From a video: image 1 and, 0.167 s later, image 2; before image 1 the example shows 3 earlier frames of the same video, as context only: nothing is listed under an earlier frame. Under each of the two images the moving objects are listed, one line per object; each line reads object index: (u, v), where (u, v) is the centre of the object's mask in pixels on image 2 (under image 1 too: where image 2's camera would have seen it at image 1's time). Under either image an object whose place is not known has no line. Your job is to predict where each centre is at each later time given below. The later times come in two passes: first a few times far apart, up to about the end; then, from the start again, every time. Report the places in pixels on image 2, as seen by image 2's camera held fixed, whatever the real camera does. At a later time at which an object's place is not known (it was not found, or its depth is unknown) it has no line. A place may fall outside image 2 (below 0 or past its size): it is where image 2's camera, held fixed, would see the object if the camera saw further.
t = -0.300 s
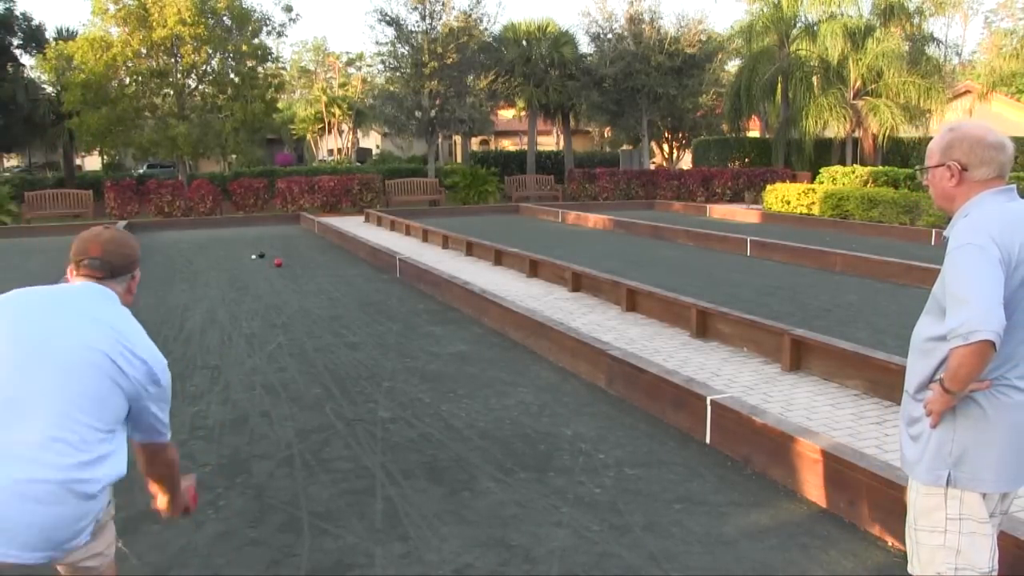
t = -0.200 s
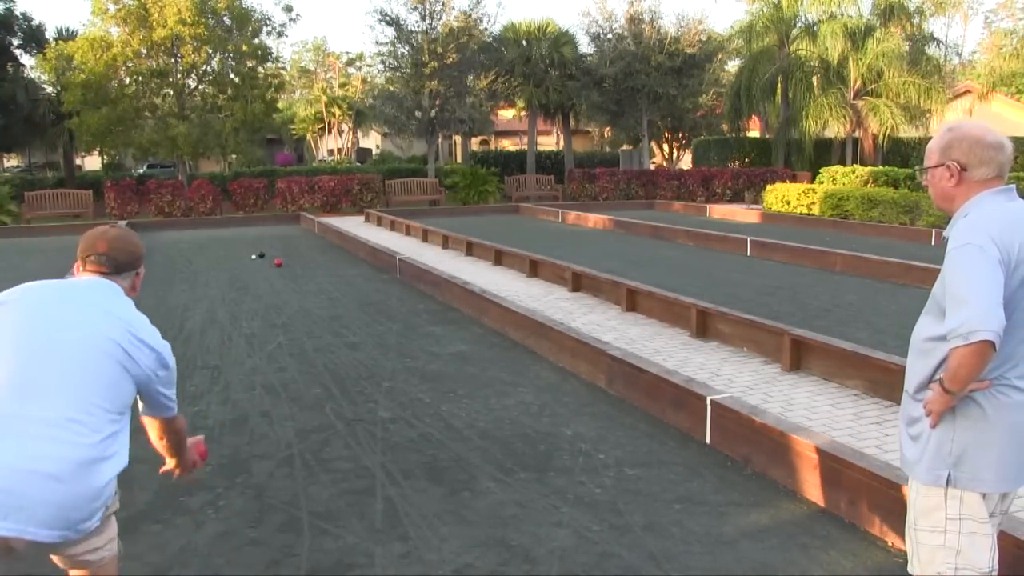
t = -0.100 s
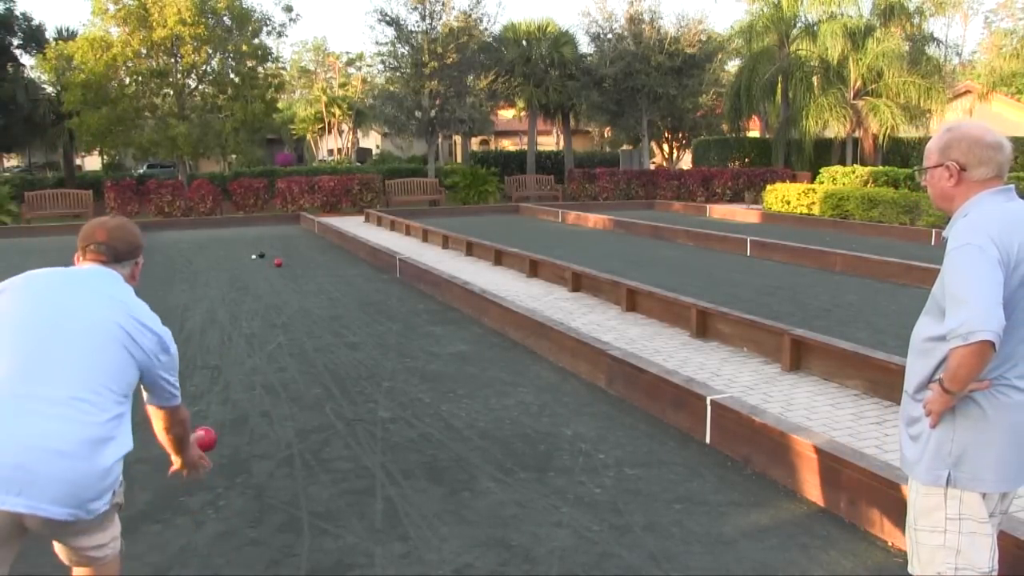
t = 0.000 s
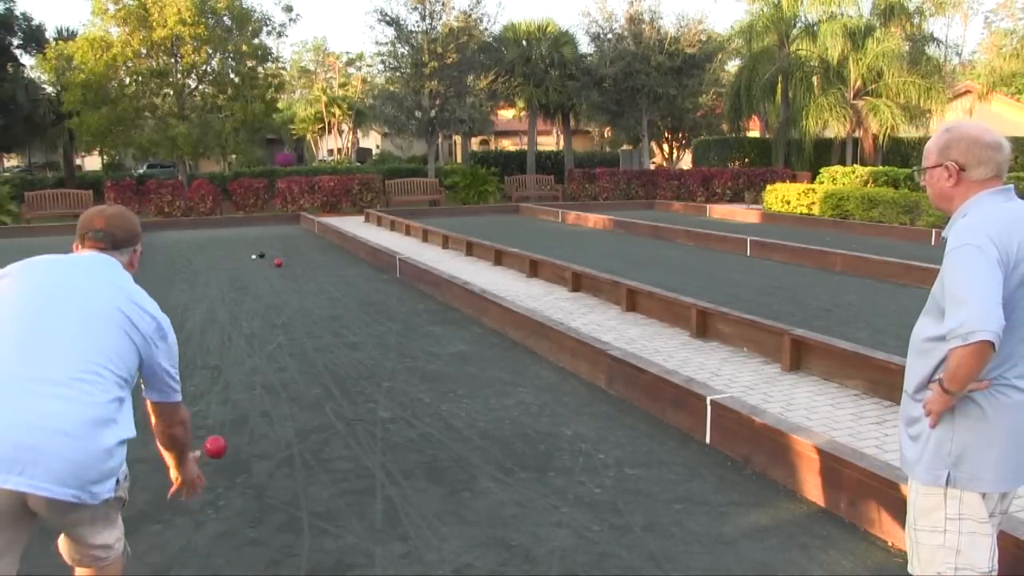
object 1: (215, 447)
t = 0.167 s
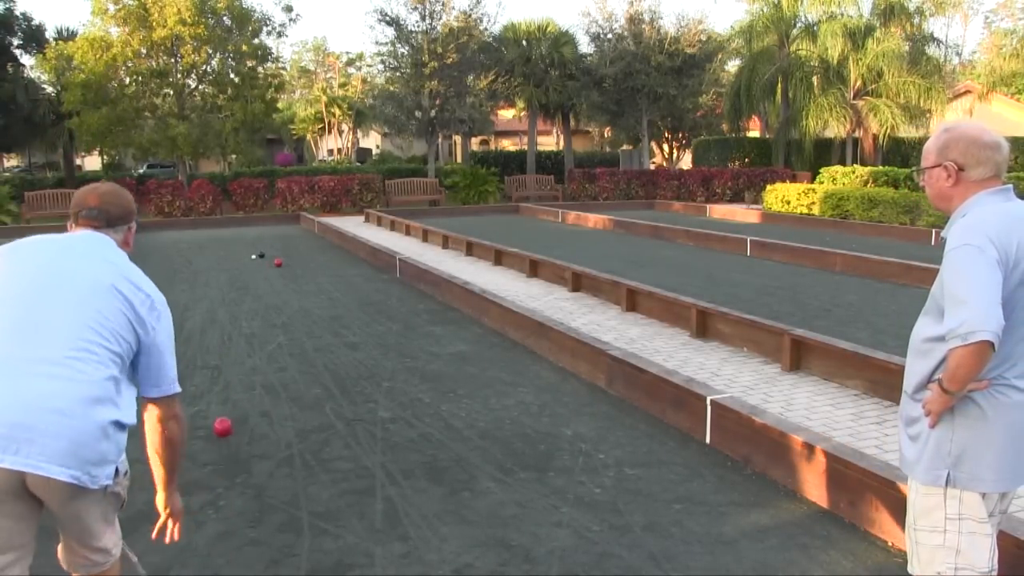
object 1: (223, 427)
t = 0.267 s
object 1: (226, 419)
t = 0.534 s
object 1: (231, 388)
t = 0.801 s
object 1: (236, 364)
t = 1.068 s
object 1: (239, 345)
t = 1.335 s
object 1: (241, 330)
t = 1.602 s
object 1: (242, 318)
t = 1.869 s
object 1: (244, 308)
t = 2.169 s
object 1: (245, 299)
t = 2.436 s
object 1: (247, 292)
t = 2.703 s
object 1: (249, 287)
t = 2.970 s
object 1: (251, 281)
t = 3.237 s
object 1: (252, 277)
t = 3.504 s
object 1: (253, 273)
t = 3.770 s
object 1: (254, 270)
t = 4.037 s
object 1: (255, 267)
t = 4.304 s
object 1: (255, 265)
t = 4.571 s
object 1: (255, 263)
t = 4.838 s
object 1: (255, 261)
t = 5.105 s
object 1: (255, 259)
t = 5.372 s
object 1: (256, 258)
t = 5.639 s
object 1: (257, 256)
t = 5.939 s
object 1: (261, 255)
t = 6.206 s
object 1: (261, 254)
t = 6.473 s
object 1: (261, 254)
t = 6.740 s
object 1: (261, 254)
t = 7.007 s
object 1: (261, 254)
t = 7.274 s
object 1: (261, 255)
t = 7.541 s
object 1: (261, 255)
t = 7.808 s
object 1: (261, 254)
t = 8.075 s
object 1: (261, 254)
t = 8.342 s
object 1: (261, 254)
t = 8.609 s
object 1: (261, 254)
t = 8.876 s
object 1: (261, 254)
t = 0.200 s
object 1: (224, 424)
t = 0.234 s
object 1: (225, 424)
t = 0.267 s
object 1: (226, 419)
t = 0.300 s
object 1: (227, 415)
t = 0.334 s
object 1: (228, 410)
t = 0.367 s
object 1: (228, 406)
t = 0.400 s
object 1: (229, 401)
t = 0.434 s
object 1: (230, 398)
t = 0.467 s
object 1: (230, 394)
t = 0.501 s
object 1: (231, 391)
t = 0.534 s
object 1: (231, 388)
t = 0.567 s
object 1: (232, 384)
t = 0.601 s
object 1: (233, 381)
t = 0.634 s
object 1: (233, 378)
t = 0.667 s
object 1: (234, 375)
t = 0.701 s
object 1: (234, 372)
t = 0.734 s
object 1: (235, 369)
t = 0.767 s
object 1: (235, 367)
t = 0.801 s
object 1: (236, 364)
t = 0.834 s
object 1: (237, 361)
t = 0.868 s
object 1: (237, 359)
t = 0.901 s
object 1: (237, 356)
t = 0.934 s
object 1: (238, 354)
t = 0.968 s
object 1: (238, 352)
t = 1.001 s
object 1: (238, 349)
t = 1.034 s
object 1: (239, 347)
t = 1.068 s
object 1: (239, 345)
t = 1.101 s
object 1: (239, 343)
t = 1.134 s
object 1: (239, 341)
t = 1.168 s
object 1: (240, 339)
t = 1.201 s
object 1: (240, 338)
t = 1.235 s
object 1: (240, 336)
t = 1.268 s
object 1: (241, 334)
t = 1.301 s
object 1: (241, 332)
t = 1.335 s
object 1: (241, 330)
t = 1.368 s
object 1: (241, 329)
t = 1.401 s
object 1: (241, 327)
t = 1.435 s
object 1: (242, 326)
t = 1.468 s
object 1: (242, 324)
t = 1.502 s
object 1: (242, 322)
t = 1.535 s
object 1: (242, 321)
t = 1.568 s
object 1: (242, 319)
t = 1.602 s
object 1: (242, 318)
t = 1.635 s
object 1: (242, 317)
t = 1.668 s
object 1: (242, 315)
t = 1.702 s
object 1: (243, 314)
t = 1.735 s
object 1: (243, 313)
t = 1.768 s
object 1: (243, 312)
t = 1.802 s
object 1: (243, 311)
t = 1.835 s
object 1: (244, 309)
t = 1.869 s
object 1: (244, 308)
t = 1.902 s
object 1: (244, 307)
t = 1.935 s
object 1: (244, 306)
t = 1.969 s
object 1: (244, 305)
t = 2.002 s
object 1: (244, 304)
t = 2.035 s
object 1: (245, 303)
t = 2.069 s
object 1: (245, 302)
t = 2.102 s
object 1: (245, 301)
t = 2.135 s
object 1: (245, 300)
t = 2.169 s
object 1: (245, 299)
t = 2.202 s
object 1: (246, 298)
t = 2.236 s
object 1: (246, 297)
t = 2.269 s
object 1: (246, 296)
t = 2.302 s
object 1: (246, 296)
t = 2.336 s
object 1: (246, 295)
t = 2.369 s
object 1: (246, 294)
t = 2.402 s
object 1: (246, 293)
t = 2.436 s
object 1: (247, 292)
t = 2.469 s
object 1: (247, 291)
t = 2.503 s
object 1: (247, 291)
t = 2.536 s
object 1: (248, 290)
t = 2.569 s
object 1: (248, 289)
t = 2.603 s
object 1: (248, 288)
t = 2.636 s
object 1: (248, 287)
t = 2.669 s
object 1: (248, 287)
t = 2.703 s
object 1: (249, 287)
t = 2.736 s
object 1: (249, 286)
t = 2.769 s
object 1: (249, 285)
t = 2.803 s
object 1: (250, 284)
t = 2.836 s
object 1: (250, 284)
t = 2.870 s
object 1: (250, 283)
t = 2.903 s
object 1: (250, 282)
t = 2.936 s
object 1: (250, 282)
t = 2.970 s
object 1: (251, 281)
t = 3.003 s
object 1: (251, 280)
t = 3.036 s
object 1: (251, 280)
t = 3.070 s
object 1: (252, 280)
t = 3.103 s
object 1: (252, 279)
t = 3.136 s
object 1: (252, 279)
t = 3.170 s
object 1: (252, 278)
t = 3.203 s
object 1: (252, 277)
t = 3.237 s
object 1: (252, 277)
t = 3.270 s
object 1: (252, 276)
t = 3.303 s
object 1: (253, 276)
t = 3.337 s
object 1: (253, 275)
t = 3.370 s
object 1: (253, 275)
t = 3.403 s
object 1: (253, 274)
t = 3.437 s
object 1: (253, 274)
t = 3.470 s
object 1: (253, 274)
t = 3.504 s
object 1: (253, 273)
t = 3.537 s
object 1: (253, 273)
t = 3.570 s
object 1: (254, 272)
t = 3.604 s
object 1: (253, 272)
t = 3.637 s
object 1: (254, 272)
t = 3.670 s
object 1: (254, 271)
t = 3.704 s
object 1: (254, 271)
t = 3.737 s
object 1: (254, 271)
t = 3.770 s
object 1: (254, 270)
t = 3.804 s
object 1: (254, 270)
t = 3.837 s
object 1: (254, 269)
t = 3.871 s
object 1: (254, 269)
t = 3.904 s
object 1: (254, 268)
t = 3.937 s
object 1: (255, 268)
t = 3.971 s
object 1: (255, 267)
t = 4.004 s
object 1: (255, 267)
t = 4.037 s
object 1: (255, 267)
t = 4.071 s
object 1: (255, 267)
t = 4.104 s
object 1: (255, 267)
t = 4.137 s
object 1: (255, 266)
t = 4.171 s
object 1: (255, 266)
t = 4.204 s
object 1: (255, 265)
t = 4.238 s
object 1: (255, 265)
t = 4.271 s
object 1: (255, 265)
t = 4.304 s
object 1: (255, 265)
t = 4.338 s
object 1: (255, 265)
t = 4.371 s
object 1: (255, 264)
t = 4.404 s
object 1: (255, 264)
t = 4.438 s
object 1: (256, 264)
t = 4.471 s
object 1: (255, 263)
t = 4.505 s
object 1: (255, 263)
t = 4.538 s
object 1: (255, 263)
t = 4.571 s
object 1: (255, 263)
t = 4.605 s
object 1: (255, 262)
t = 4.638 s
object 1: (255, 262)
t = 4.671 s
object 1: (255, 262)
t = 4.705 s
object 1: (255, 262)
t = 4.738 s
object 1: (255, 261)
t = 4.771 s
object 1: (255, 261)
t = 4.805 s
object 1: (255, 261)
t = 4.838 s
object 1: (255, 261)
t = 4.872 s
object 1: (255, 260)
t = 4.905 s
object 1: (255, 260)
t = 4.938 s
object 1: (255, 260)
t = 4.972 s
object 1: (255, 260)
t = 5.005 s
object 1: (255, 260)
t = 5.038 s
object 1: (255, 260)
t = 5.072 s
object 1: (255, 259)
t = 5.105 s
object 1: (255, 259)
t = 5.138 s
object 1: (255, 259)
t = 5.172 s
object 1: (255, 259)
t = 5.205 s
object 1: (255, 259)
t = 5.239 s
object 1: (255, 259)
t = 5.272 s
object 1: (255, 258)
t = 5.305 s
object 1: (256, 258)
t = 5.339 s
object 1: (256, 258)
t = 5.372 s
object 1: (256, 258)
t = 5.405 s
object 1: (256, 257)
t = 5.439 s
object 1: (256, 257)
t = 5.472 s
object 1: (256, 257)
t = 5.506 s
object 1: (257, 256)
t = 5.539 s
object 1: (257, 256)
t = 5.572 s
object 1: (257, 256)
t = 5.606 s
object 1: (257, 256)
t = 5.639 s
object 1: (257, 256)
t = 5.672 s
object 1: (257, 256)
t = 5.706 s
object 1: (258, 256)
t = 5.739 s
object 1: (258, 256)
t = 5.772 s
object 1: (258, 256)
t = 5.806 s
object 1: (259, 255)
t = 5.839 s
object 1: (259, 255)
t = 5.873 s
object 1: (260, 255)
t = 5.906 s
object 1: (260, 255)
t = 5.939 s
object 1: (261, 255)
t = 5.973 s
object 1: (261, 255)
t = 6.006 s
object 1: (261, 255)
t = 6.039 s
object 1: (261, 255)
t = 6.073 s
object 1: (261, 255)
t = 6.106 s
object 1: (261, 255)
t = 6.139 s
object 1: (261, 254)
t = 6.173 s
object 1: (261, 254)
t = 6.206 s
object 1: (261, 254)
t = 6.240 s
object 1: (261, 254)
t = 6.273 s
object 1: (261, 254)
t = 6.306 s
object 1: (261, 254)
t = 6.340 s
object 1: (261, 254)
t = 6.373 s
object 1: (261, 254)
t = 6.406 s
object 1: (261, 254)
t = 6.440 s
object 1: (261, 254)
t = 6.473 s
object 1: (261, 254)
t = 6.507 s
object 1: (261, 255)
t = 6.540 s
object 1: (261, 254)
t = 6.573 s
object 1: (261, 254)
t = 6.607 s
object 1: (261, 254)
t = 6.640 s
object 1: (261, 255)
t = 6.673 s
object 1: (261, 254)
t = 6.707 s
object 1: (261, 255)
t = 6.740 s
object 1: (261, 254)
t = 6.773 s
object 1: (261, 254)
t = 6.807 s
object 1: (261, 255)
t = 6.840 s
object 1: (261, 254)
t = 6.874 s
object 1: (261, 254)
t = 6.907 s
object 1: (261, 254)
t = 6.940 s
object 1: (261, 254)
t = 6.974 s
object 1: (261, 254)
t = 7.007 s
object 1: (261, 254)
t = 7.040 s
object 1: (261, 254)
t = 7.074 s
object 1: (261, 254)
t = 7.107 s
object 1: (261, 254)
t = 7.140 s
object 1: (261, 255)
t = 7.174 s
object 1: (261, 255)
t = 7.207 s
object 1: (261, 255)
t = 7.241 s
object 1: (261, 255)
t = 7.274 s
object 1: (261, 255)
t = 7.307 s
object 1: (261, 255)
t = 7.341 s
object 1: (261, 255)
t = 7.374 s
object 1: (261, 255)
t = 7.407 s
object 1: (261, 255)
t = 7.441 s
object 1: (261, 255)
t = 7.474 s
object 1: (261, 255)
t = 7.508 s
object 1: (261, 255)
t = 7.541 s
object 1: (261, 255)
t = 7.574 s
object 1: (261, 255)
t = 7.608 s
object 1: (261, 255)
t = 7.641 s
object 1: (261, 255)
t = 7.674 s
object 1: (261, 255)
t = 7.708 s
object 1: (261, 255)
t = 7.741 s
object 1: (261, 255)
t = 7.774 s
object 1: (261, 255)
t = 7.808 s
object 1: (261, 254)
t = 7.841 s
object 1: (261, 254)
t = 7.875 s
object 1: (261, 254)
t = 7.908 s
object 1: (261, 254)
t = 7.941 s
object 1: (261, 254)
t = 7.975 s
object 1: (261, 254)
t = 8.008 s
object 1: (261, 254)
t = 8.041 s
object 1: (261, 254)
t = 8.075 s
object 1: (261, 254)
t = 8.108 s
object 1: (261, 254)
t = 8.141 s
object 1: (261, 254)
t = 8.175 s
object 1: (261, 254)
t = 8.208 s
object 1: (261, 254)
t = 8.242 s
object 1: (261, 254)
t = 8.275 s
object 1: (261, 254)
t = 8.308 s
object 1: (261, 254)
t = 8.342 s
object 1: (261, 254)
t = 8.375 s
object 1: (261, 254)
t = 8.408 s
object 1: (261, 254)
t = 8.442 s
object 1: (261, 254)
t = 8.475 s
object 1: (261, 254)
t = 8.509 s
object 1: (261, 254)
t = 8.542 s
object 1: (261, 254)
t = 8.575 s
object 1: (261, 254)
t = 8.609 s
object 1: (261, 254)
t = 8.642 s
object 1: (261, 254)
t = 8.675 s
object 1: (261, 254)
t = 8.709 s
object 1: (261, 254)
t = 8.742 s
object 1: (261, 254)
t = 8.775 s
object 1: (261, 254)
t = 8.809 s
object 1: (261, 254)
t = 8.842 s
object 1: (261, 254)
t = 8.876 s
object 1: (261, 254)
